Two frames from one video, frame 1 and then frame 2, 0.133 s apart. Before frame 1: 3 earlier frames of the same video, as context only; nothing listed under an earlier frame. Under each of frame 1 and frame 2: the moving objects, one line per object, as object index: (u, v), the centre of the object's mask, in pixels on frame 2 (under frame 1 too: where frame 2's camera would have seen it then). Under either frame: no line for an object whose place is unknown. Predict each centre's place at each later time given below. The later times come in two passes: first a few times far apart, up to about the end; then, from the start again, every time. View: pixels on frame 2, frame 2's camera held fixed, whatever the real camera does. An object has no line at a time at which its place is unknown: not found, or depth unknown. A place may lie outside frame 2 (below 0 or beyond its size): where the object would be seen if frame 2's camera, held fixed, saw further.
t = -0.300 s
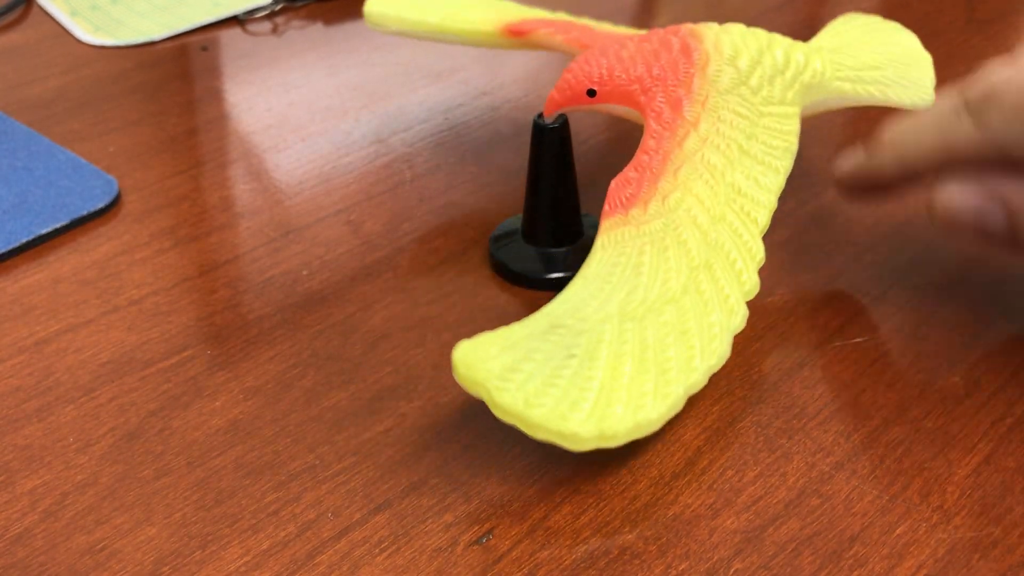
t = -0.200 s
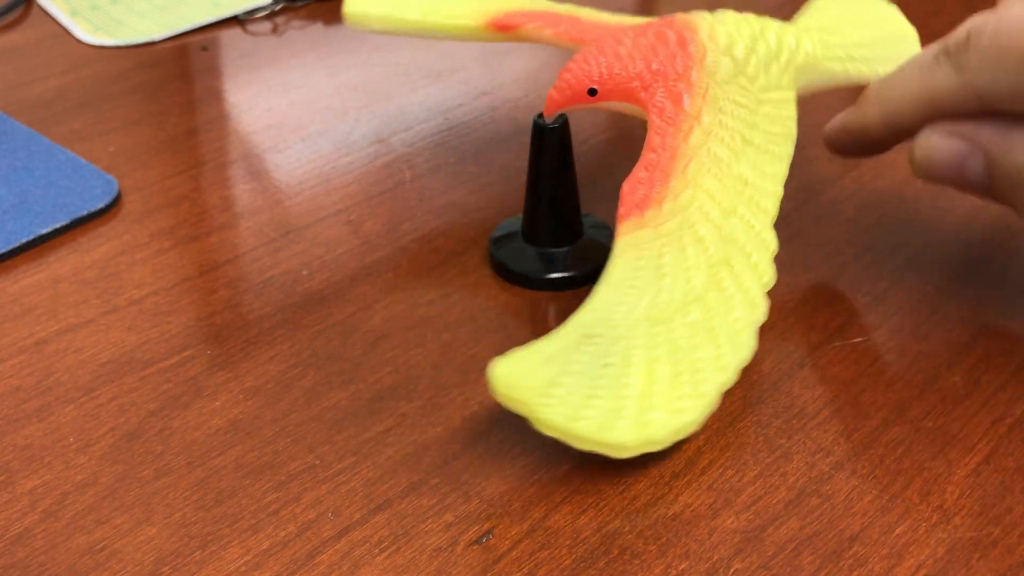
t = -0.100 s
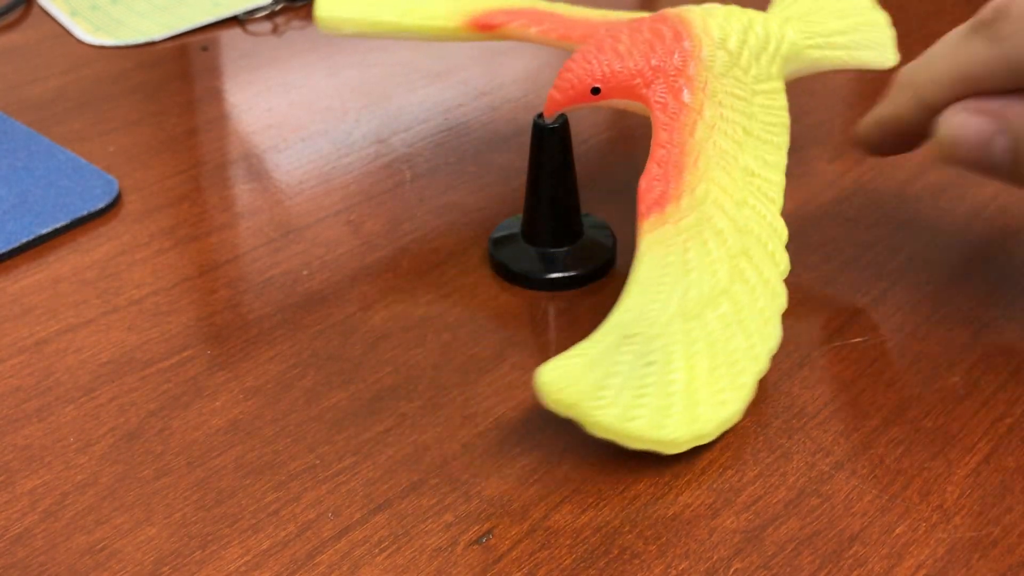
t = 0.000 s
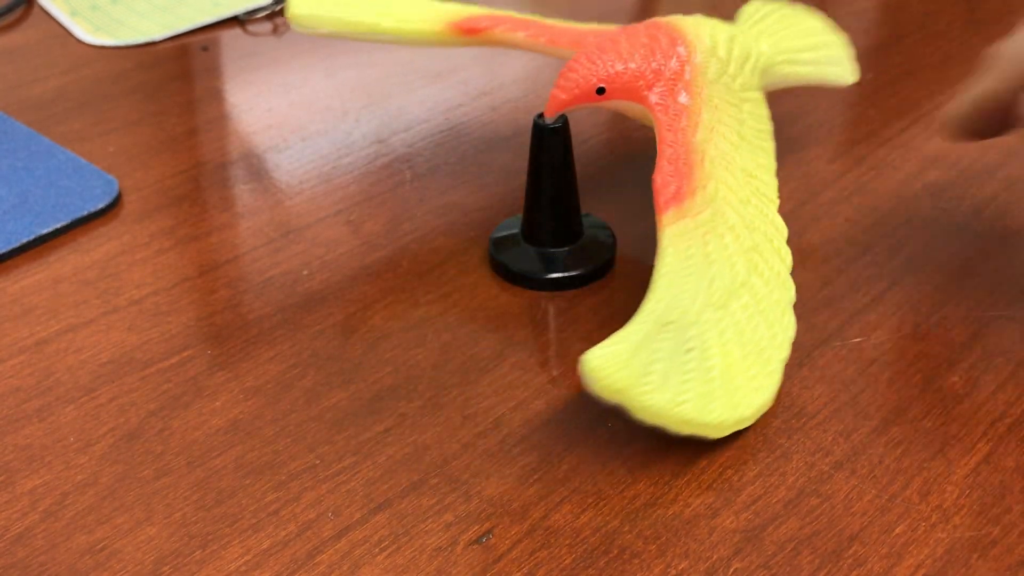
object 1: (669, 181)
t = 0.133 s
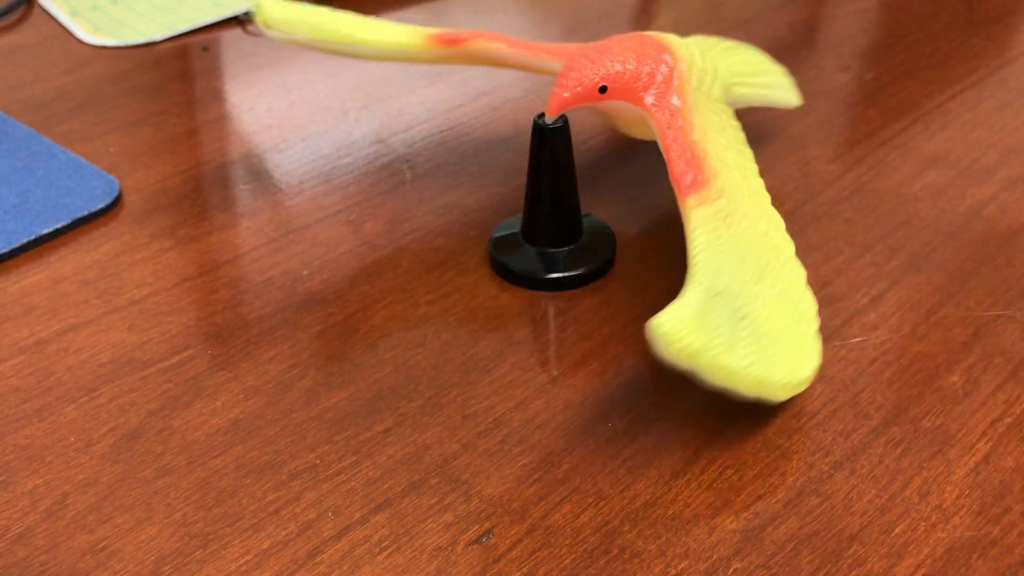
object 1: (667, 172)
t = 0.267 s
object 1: (665, 138)
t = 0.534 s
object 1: (605, 85)
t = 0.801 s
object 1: (547, 118)
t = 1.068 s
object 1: (470, 94)
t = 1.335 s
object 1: (430, 128)
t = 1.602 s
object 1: (437, 178)
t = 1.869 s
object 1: (454, 201)
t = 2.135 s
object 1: (504, 225)
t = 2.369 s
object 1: (538, 203)
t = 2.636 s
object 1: (572, 193)
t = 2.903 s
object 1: (571, 211)
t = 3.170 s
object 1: (559, 197)
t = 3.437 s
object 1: (566, 218)
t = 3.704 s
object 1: (588, 207)
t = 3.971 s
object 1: (603, 224)
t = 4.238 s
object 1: (603, 229)
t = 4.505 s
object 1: (624, 202)
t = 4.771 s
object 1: (645, 211)
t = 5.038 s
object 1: (672, 186)
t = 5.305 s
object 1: (668, 163)
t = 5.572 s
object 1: (661, 119)
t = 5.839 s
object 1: (595, 91)
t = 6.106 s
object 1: (544, 116)
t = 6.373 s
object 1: (473, 96)
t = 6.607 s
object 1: (446, 118)
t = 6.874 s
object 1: (436, 161)
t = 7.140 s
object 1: (441, 193)
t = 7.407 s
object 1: (475, 218)
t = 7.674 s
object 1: (507, 202)
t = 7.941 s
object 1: (548, 198)
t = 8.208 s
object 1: (569, 205)
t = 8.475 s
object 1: (556, 207)
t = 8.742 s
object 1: (561, 216)
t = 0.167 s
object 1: (667, 161)
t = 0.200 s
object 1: (666, 152)
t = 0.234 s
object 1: (668, 148)
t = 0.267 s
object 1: (665, 138)
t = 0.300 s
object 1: (666, 132)
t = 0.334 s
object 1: (667, 127)
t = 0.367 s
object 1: (665, 118)
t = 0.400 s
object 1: (665, 112)
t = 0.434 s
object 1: (658, 103)
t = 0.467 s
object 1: (656, 97)
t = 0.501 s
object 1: (648, 89)
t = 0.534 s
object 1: (605, 85)
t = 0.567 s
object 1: (602, 85)
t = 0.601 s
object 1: (598, 87)
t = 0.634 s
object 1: (588, 94)
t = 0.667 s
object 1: (580, 100)
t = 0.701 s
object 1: (572, 106)
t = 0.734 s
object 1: (564, 112)
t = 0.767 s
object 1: (555, 117)
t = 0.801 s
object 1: (547, 118)
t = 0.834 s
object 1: (540, 118)
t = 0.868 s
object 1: (531, 118)
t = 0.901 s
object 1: (520, 117)
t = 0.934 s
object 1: (507, 114)
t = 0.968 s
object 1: (494, 109)
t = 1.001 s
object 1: (484, 103)
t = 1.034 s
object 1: (475, 97)
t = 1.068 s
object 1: (470, 94)
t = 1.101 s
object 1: (435, 97)
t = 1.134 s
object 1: (430, 100)
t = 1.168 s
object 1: (425, 107)
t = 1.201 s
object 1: (425, 111)
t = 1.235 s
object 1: (425, 115)
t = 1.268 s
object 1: (428, 118)
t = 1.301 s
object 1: (429, 120)
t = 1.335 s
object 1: (430, 128)
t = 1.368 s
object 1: (441, 132)
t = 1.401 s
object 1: (442, 139)
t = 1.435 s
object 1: (444, 144)
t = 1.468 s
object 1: (441, 153)
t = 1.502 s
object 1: (444, 160)
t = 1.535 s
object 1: (441, 167)
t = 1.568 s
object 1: (439, 172)
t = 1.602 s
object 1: (437, 178)
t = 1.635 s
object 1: (437, 182)
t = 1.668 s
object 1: (438, 185)
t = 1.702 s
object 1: (439, 188)
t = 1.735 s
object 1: (440, 190)
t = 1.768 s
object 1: (443, 192)
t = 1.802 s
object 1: (446, 195)
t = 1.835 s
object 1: (449, 198)
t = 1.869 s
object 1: (454, 201)
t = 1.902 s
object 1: (458, 205)
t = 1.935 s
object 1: (464, 209)
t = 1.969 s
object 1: (470, 213)
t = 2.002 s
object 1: (476, 217)
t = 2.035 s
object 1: (483, 221)
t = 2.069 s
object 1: (490, 223)
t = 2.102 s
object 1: (497, 225)
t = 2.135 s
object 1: (504, 225)
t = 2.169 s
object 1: (511, 224)
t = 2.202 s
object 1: (516, 223)
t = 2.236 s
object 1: (521, 220)
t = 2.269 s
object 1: (525, 217)
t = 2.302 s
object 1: (530, 212)
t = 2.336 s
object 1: (534, 208)
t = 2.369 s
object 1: (538, 203)
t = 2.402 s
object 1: (542, 198)
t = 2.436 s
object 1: (547, 193)
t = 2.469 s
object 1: (551, 190)
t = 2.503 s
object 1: (555, 187)
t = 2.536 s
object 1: (560, 187)
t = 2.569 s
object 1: (565, 188)
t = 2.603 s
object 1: (569, 190)
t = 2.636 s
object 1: (572, 193)
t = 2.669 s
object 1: (573, 196)
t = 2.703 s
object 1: (574, 199)
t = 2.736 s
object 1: (575, 203)
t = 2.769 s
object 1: (576, 206)
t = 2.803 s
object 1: (576, 208)
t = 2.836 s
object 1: (575, 210)
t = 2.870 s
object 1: (573, 211)
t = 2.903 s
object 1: (571, 211)
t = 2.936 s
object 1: (569, 210)
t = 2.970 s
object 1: (566, 209)
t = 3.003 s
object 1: (564, 206)
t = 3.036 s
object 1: (562, 204)
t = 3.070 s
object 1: (561, 201)
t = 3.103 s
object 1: (560, 198)
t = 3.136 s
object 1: (560, 197)
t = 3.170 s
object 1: (559, 197)
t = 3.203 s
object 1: (558, 199)
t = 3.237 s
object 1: (558, 202)
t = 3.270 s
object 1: (559, 206)
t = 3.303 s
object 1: (560, 209)
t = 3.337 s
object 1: (561, 212)
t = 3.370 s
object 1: (562, 215)
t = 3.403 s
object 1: (564, 217)
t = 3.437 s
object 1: (566, 218)
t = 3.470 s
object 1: (568, 218)
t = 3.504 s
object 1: (571, 218)
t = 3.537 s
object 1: (574, 217)
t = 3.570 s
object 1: (577, 216)
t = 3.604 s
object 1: (580, 214)
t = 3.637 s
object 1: (583, 211)
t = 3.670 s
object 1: (586, 209)
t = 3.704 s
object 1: (588, 207)
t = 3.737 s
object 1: (591, 205)
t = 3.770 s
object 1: (593, 205)
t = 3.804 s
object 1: (595, 206)
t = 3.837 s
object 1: (597, 208)
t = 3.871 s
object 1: (600, 212)
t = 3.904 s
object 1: (602, 216)
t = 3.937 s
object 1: (603, 220)
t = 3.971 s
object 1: (603, 224)
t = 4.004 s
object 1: (602, 228)
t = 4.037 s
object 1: (601, 230)
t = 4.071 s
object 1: (600, 233)
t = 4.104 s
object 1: (599, 234)
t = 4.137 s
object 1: (599, 234)
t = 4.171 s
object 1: (599, 233)
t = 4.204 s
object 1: (601, 232)
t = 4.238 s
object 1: (603, 229)
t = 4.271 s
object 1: (606, 225)
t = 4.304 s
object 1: (609, 221)
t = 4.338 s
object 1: (612, 216)
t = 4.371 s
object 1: (615, 211)
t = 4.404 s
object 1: (617, 206)
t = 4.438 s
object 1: (619, 204)
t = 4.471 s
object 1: (622, 202)
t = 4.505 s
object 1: (624, 202)
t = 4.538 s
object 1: (627, 202)
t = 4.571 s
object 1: (630, 203)
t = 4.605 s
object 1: (632, 205)
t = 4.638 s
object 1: (634, 207)
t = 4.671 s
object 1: (636, 208)
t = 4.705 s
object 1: (638, 210)
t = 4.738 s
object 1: (641, 210)
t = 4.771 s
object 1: (645, 211)
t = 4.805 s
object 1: (649, 210)
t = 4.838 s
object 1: (653, 208)
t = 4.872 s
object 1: (657, 206)
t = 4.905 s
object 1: (662, 203)
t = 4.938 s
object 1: (666, 199)
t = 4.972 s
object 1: (669, 194)
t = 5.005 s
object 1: (671, 189)
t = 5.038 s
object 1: (672, 186)
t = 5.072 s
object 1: (672, 183)
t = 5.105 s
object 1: (671, 180)
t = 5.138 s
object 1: (670, 178)
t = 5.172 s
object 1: (669, 175)
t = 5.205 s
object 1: (667, 173)
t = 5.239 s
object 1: (664, 170)
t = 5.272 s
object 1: (666, 167)
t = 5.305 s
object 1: (668, 163)
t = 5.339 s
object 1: (669, 158)
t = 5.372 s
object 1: (668, 151)
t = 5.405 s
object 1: (668, 148)
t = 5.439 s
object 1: (668, 144)
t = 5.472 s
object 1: (664, 135)
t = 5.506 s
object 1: (662, 128)
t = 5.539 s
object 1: (638, 116)
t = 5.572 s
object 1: (661, 119)
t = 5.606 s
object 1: (658, 112)
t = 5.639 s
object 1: (626, 102)
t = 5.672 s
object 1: (623, 96)
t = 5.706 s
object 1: (617, 94)
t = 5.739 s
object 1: (611, 90)
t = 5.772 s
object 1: (610, 88)
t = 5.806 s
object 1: (604, 88)
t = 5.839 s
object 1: (595, 91)
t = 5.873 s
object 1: (592, 92)
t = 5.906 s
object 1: (588, 95)
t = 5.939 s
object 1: (581, 98)
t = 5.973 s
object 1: (574, 103)
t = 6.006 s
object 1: (567, 105)
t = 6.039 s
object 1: (561, 110)
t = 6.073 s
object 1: (553, 115)
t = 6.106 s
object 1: (544, 116)
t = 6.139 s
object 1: (535, 115)
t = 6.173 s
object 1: (524, 113)
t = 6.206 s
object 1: (513, 110)
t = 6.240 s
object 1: (502, 107)
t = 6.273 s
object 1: (493, 103)
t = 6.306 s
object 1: (488, 100)
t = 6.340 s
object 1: (481, 98)
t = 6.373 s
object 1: (473, 96)
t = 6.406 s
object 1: (467, 95)
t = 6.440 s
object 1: (462, 95)
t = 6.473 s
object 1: (459, 97)
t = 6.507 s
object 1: (455, 101)
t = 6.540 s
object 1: (448, 105)
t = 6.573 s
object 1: (446, 111)
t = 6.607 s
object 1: (446, 118)
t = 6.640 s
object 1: (447, 123)
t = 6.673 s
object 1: (447, 128)
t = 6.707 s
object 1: (446, 133)
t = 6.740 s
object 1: (445, 136)
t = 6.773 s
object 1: (437, 143)
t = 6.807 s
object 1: (438, 151)
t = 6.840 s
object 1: (438, 156)
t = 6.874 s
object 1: (436, 161)
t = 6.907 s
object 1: (434, 166)
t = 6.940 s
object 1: (433, 170)
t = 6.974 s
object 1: (433, 175)
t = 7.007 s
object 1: (434, 178)
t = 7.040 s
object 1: (434, 182)
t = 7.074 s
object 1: (436, 185)
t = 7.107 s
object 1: (439, 189)
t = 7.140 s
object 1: (441, 193)
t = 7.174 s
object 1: (445, 197)
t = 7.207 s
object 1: (448, 201)
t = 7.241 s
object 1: (453, 205)
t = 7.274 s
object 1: (457, 209)
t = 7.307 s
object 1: (461, 212)
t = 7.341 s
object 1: (466, 215)
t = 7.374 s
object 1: (470, 217)
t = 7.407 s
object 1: (475, 218)
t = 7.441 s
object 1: (479, 218)
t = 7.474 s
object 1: (483, 217)
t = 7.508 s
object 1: (487, 216)
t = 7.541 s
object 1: (491, 214)
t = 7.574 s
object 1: (495, 211)
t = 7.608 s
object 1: (499, 208)
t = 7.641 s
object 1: (503, 205)
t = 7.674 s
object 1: (507, 202)
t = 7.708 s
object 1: (512, 199)
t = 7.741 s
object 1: (516, 196)
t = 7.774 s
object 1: (521, 194)
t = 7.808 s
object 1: (526, 193)
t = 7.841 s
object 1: (531, 194)
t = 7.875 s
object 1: (537, 195)
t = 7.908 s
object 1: (542, 196)
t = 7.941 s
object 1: (548, 198)
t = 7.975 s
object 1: (554, 200)
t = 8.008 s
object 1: (560, 202)
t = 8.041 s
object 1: (564, 204)
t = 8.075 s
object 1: (568, 205)
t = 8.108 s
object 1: (570, 205)
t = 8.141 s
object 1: (571, 206)
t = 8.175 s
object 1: (570, 206)
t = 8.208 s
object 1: (569, 205)
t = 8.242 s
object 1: (568, 205)
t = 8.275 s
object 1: (566, 204)
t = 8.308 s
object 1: (564, 204)
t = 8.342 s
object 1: (563, 204)
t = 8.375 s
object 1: (561, 204)
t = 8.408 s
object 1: (559, 204)
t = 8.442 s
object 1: (557, 206)
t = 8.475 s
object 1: (556, 207)
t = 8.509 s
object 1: (555, 210)
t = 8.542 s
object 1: (555, 212)
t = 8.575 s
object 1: (555, 214)
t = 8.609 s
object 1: (556, 216)
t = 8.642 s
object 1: (557, 217)
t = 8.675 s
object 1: (558, 217)
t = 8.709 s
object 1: (559, 217)
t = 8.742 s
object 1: (561, 216)
